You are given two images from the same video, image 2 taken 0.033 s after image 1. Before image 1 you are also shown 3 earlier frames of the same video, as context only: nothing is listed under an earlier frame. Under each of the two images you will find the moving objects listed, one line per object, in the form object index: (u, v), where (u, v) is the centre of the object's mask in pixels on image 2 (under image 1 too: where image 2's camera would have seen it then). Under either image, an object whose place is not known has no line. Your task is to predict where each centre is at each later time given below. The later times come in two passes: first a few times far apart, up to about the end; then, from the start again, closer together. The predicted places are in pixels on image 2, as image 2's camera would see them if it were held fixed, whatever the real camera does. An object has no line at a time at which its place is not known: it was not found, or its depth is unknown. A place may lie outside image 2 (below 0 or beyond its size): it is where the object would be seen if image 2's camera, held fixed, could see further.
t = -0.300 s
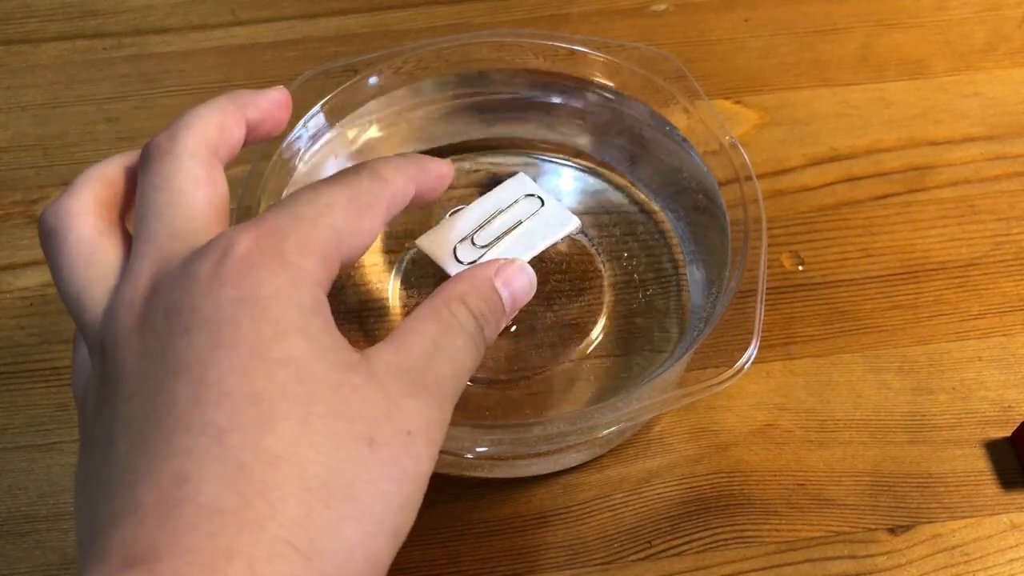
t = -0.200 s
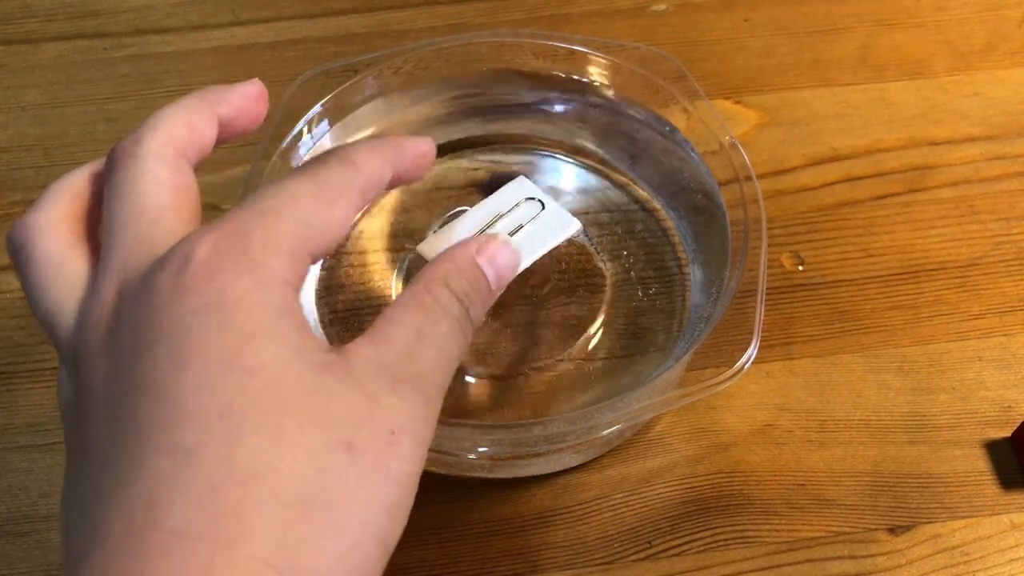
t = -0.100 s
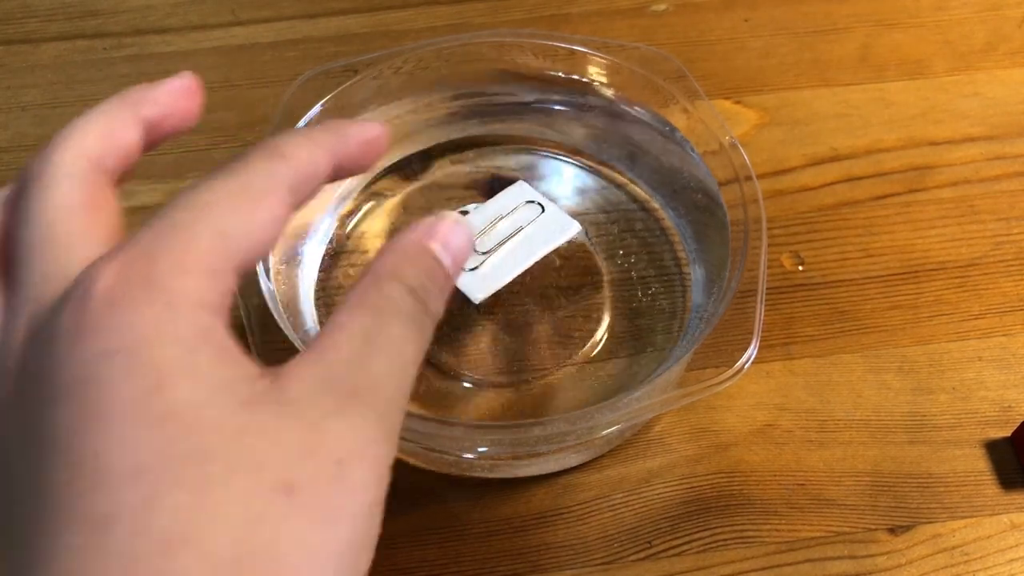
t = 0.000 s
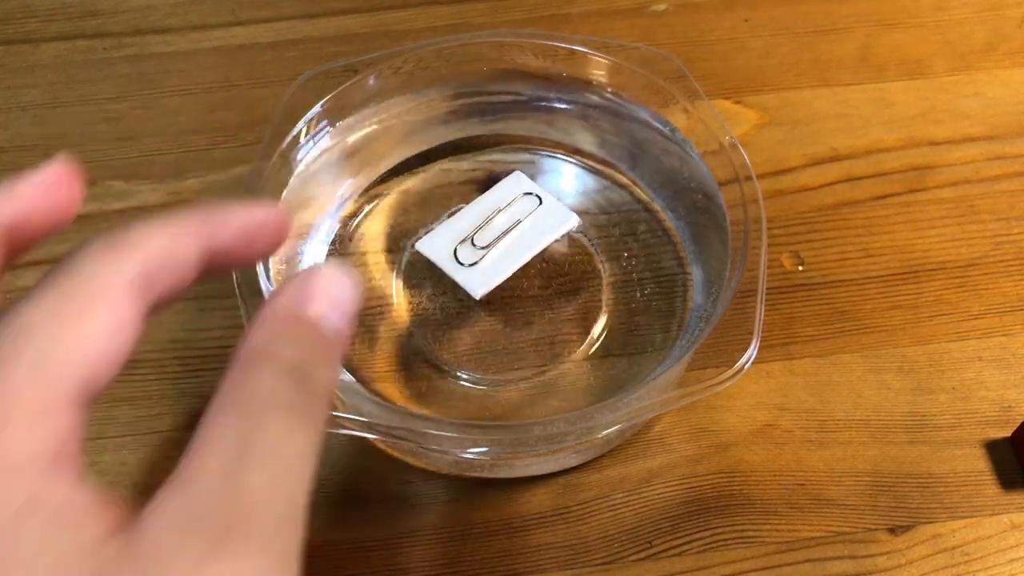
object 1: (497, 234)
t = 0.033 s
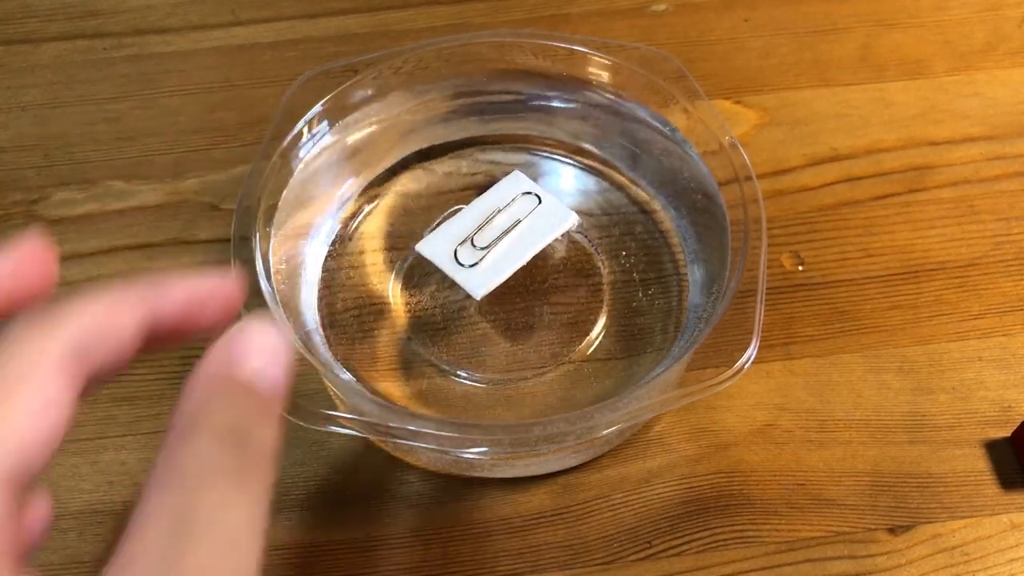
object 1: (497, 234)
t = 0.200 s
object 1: (498, 238)
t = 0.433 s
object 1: (496, 232)
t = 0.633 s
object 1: (498, 236)
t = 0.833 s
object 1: (497, 232)
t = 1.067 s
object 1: (496, 233)
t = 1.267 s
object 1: (497, 235)
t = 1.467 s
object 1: (496, 231)
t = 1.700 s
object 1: (496, 235)
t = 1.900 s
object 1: (496, 230)
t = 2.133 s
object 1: (496, 232)
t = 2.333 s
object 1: (497, 231)
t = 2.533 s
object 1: (497, 230)
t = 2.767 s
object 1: (498, 231)
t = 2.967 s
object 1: (499, 229)
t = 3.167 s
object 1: (498, 231)
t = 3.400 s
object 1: (499, 229)
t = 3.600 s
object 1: (498, 230)
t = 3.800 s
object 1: (499, 229)
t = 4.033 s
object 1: (500, 228)
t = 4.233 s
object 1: (500, 230)
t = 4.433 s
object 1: (500, 229)
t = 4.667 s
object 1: (500, 230)
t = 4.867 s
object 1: (501, 229)
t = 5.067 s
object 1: (501, 230)
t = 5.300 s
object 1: (502, 230)
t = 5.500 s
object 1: (502, 230)
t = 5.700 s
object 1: (503, 231)
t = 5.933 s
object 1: (503, 230)
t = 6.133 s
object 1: (503, 231)
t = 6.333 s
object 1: (504, 230)
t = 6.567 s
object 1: (504, 231)
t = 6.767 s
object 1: (505, 231)
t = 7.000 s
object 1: (506, 231)
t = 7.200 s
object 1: (507, 232)
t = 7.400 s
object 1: (507, 232)
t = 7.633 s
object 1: (508, 233)
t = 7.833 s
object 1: (509, 233)
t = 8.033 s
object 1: (509, 233)
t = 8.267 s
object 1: (511, 234)
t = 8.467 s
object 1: (511, 234)
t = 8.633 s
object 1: (513, 235)
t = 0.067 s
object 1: (496, 235)
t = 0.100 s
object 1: (496, 236)
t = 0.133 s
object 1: (496, 236)
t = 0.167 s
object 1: (498, 237)
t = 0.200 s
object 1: (498, 238)
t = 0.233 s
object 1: (499, 238)
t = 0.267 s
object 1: (498, 238)
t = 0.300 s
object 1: (498, 237)
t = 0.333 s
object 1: (497, 236)
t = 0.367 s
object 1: (496, 234)
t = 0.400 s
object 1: (496, 232)
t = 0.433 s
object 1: (496, 232)
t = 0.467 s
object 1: (497, 232)
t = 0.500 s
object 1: (497, 234)
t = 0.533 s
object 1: (498, 236)
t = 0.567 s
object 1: (498, 238)
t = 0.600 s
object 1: (499, 238)
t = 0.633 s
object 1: (498, 236)
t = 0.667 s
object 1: (497, 235)
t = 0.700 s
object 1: (496, 233)
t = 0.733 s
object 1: (496, 232)
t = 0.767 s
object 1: (496, 231)
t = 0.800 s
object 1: (497, 232)
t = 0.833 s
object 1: (497, 232)
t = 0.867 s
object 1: (496, 233)
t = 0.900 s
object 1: (497, 234)
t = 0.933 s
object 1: (497, 235)
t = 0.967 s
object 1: (497, 236)
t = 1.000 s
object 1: (497, 236)
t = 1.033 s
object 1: (496, 235)
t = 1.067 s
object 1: (496, 233)
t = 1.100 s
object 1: (496, 232)
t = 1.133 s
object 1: (496, 230)
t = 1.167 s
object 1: (496, 231)
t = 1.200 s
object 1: (496, 233)
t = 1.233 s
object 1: (496, 234)
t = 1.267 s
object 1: (497, 235)
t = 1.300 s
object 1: (497, 235)
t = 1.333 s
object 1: (496, 235)
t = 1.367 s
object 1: (496, 234)
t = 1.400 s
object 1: (496, 233)
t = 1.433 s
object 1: (496, 233)
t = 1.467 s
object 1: (496, 231)
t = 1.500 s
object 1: (496, 231)
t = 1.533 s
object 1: (496, 231)
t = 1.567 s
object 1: (496, 232)
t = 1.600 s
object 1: (496, 232)
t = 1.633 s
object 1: (497, 234)
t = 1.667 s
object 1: (497, 235)
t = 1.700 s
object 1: (496, 235)
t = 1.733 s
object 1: (496, 234)
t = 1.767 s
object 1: (496, 233)
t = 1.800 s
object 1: (496, 232)
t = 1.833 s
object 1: (496, 230)
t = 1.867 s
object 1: (496, 230)
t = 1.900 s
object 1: (496, 230)
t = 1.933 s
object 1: (497, 231)
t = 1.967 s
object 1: (497, 233)
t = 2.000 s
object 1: (497, 234)
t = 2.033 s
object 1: (496, 234)
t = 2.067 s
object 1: (496, 233)
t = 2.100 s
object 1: (496, 232)
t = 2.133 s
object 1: (496, 232)
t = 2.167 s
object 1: (497, 232)
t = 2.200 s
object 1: (498, 231)
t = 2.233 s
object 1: (498, 231)
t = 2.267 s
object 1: (498, 230)
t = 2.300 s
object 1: (497, 230)
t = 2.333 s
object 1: (497, 231)
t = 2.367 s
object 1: (497, 232)
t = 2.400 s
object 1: (497, 232)
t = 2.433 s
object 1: (497, 233)
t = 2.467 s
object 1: (496, 232)
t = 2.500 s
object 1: (497, 231)
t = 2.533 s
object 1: (497, 230)
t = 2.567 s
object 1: (498, 230)
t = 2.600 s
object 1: (498, 230)
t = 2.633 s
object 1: (498, 230)
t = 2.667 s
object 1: (498, 231)
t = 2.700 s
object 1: (497, 231)
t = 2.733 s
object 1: (497, 231)
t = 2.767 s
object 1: (498, 231)
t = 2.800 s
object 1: (498, 231)
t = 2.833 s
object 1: (498, 231)
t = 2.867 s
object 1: (498, 231)
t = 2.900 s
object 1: (498, 230)
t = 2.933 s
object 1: (498, 230)
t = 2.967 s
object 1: (499, 229)
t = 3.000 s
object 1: (499, 229)
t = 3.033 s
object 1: (498, 229)
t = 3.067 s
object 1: (498, 230)
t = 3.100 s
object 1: (498, 230)
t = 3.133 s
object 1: (498, 232)
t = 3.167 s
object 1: (498, 231)
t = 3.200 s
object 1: (498, 230)
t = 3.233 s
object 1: (498, 229)
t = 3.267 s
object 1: (498, 229)
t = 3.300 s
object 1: (498, 229)
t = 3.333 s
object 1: (499, 229)
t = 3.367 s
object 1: (499, 229)
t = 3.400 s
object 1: (499, 229)
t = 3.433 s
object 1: (499, 229)
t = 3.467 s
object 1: (498, 230)
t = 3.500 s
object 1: (498, 231)
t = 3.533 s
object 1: (498, 231)
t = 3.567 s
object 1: (498, 231)
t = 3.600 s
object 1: (498, 230)
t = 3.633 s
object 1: (499, 229)
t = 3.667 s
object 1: (499, 228)
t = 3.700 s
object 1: (499, 228)
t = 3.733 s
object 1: (499, 228)
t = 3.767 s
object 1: (499, 229)
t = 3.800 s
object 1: (499, 229)
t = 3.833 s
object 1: (499, 230)
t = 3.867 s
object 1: (498, 231)
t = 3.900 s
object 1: (499, 231)
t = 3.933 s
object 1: (499, 231)
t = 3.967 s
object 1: (499, 230)
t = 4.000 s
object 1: (500, 229)
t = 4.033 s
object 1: (500, 228)
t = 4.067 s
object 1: (500, 228)
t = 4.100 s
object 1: (500, 228)
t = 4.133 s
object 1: (500, 229)
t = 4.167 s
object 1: (500, 229)
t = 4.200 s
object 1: (500, 229)
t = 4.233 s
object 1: (500, 230)
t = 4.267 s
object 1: (500, 230)
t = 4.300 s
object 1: (500, 231)
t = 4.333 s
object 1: (500, 230)
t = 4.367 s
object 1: (500, 230)
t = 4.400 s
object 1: (500, 229)
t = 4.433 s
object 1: (500, 229)
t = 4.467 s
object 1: (501, 228)
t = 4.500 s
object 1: (501, 229)
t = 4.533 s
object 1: (501, 229)
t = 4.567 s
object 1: (501, 230)
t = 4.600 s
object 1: (501, 230)
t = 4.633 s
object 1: (500, 230)
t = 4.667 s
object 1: (500, 230)
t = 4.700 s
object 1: (500, 230)
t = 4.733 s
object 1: (500, 230)
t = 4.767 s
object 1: (501, 230)
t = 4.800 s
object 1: (501, 229)
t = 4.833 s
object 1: (501, 229)
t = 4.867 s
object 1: (501, 229)
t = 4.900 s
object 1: (501, 229)
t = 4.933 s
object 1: (501, 229)
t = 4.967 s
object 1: (501, 230)
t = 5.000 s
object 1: (501, 231)
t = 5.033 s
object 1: (501, 231)
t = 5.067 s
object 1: (501, 230)
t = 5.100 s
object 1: (501, 230)
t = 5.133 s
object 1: (501, 230)
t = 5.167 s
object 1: (501, 229)
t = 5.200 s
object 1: (502, 229)
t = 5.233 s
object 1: (502, 229)
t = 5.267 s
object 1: (502, 230)
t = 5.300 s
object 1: (502, 230)
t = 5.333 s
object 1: (502, 230)
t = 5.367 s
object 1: (502, 230)
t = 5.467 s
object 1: (502, 230)
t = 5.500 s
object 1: (502, 230)
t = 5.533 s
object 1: (502, 230)
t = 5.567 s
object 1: (502, 230)
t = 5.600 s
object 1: (503, 230)
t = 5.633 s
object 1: (503, 230)
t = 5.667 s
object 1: (503, 230)
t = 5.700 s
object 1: (503, 231)
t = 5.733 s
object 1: (503, 231)
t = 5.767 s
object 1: (503, 231)
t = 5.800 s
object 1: (503, 231)
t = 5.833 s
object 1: (503, 230)
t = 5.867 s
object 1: (503, 230)
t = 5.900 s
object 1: (503, 230)
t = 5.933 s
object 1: (503, 230)
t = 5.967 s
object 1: (504, 230)
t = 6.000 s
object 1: (504, 230)
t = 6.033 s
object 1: (504, 230)
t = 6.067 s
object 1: (504, 231)
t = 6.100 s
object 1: (504, 231)
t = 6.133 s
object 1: (503, 231)
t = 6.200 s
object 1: (504, 231)
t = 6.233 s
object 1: (504, 231)
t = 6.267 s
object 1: (504, 230)
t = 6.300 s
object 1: (504, 230)
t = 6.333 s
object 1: (504, 230)
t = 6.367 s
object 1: (504, 231)
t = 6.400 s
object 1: (505, 231)
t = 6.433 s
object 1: (504, 231)
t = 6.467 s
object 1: (504, 232)
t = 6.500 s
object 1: (505, 232)
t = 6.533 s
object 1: (504, 232)
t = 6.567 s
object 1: (504, 231)
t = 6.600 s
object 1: (505, 231)
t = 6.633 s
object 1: (505, 231)
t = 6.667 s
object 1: (505, 231)
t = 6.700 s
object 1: (505, 231)
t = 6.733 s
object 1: (505, 231)
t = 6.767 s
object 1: (505, 231)
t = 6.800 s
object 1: (505, 232)
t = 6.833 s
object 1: (506, 232)
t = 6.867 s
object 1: (506, 232)
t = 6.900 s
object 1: (506, 232)
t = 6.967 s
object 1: (506, 231)
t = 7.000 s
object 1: (506, 231)
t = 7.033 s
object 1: (506, 231)
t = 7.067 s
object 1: (506, 231)
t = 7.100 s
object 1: (506, 232)
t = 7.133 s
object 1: (506, 232)
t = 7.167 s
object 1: (506, 232)
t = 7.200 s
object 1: (507, 232)
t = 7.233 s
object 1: (507, 232)
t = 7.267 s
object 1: (507, 232)
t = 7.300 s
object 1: (507, 232)
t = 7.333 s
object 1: (507, 232)
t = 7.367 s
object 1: (507, 232)
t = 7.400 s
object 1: (507, 232)
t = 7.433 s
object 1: (507, 232)
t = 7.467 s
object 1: (508, 232)
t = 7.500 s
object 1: (508, 232)
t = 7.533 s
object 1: (508, 233)
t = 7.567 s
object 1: (508, 233)
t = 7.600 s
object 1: (508, 233)
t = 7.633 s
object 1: (508, 233)
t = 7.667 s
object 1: (508, 233)
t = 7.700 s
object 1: (508, 232)
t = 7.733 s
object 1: (508, 232)
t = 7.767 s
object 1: (509, 232)
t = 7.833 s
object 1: (509, 233)
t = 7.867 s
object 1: (509, 233)
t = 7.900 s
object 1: (509, 233)
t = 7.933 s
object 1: (509, 233)
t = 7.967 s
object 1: (509, 233)
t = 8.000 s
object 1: (509, 233)
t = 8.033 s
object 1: (509, 233)
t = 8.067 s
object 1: (510, 233)
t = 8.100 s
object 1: (510, 233)
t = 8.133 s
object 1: (510, 233)
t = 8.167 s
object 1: (510, 233)
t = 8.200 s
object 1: (510, 233)
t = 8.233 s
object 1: (511, 234)
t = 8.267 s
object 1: (511, 234)
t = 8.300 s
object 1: (511, 234)
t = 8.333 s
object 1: (511, 234)
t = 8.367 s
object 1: (511, 234)
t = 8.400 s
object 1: (511, 234)
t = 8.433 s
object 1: (511, 234)
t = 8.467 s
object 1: (511, 234)
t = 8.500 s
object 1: (512, 234)
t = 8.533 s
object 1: (512, 234)
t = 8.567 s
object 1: (513, 234)
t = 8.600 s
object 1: (513, 235)
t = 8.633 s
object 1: (513, 235)
